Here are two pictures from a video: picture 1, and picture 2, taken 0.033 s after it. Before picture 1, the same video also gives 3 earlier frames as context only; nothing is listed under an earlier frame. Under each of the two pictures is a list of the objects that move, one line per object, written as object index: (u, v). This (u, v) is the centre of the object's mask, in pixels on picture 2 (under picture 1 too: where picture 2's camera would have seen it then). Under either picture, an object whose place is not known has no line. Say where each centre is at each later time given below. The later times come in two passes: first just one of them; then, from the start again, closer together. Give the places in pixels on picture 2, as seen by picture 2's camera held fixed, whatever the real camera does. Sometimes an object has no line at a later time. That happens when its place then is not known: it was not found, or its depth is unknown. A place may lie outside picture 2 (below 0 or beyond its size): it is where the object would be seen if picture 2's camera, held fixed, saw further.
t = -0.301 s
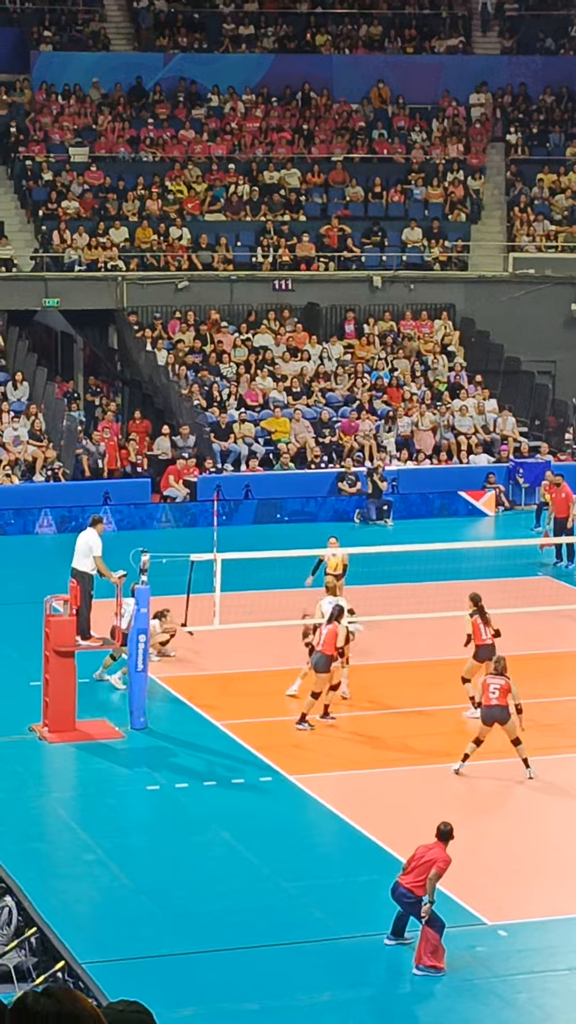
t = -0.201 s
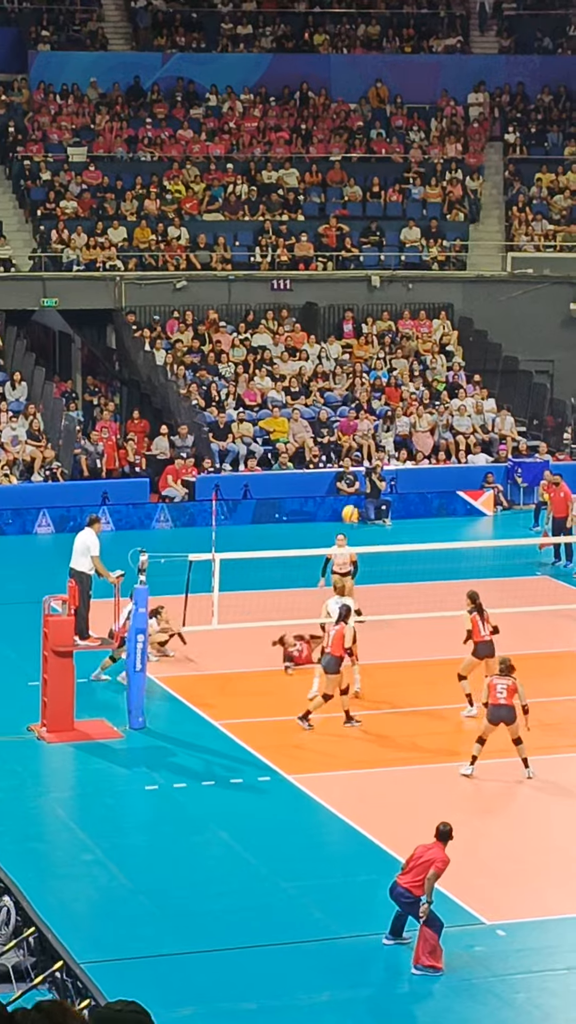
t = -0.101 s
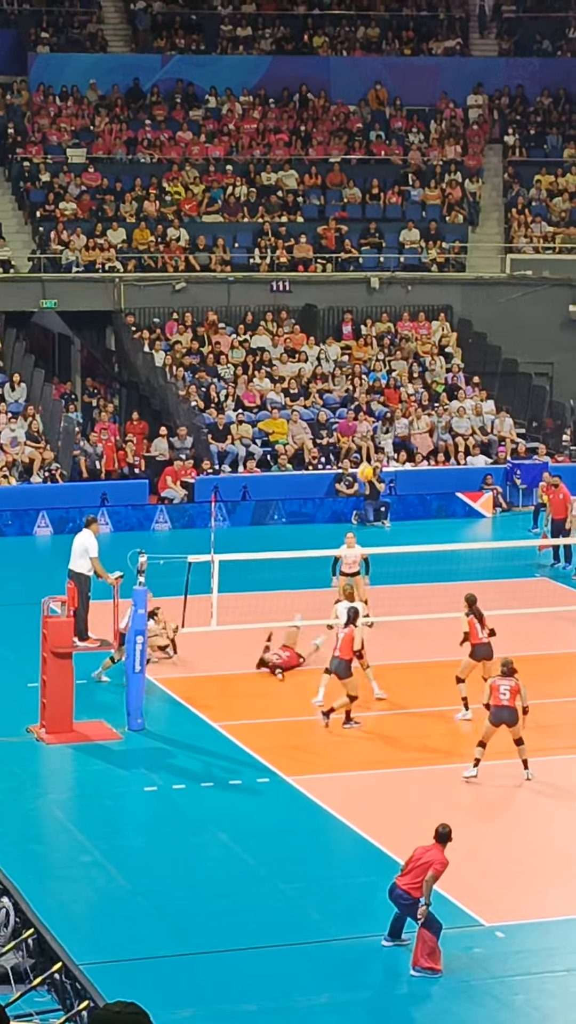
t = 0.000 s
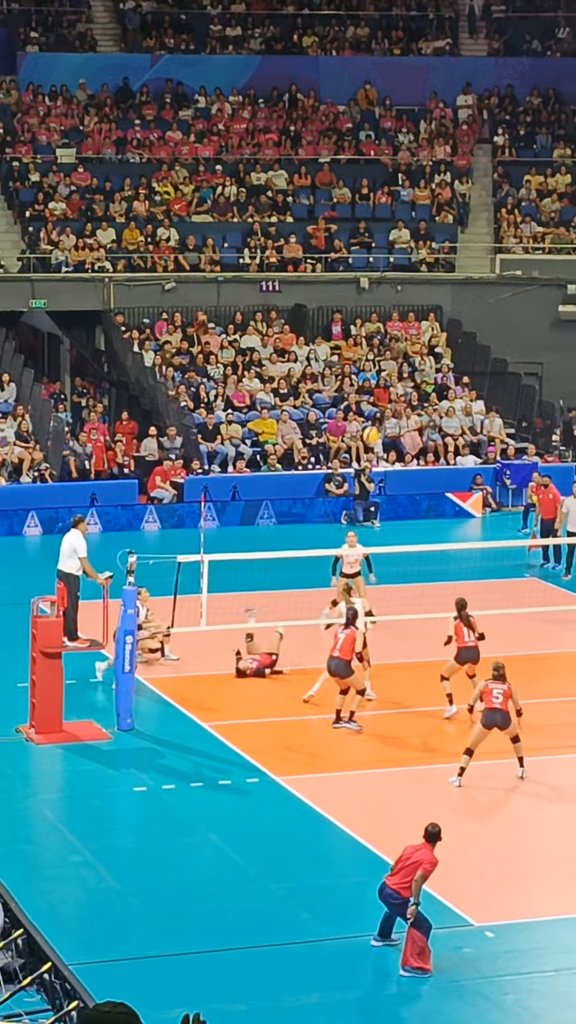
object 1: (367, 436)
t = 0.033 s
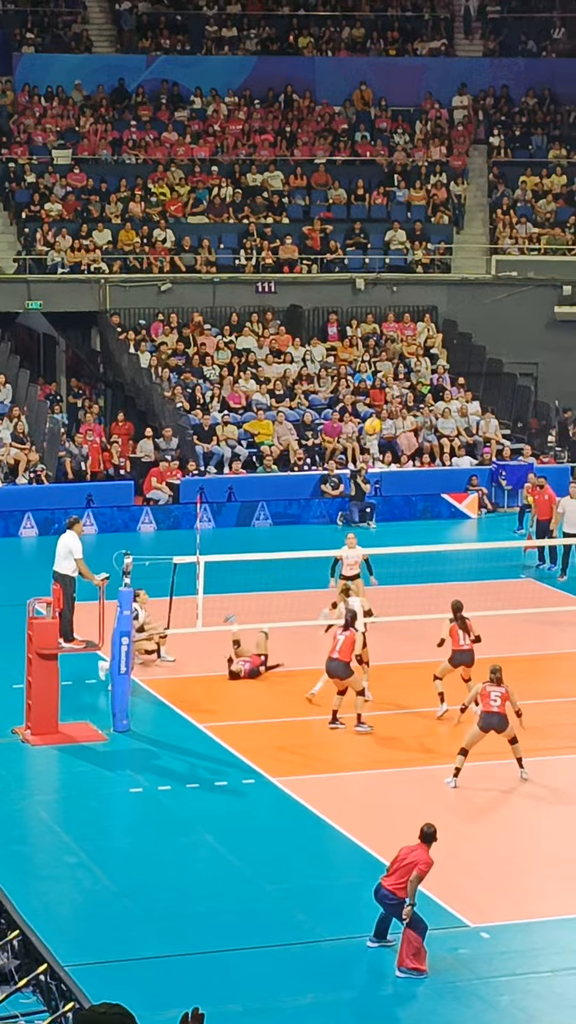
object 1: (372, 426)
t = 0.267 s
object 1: (413, 369)
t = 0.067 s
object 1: (378, 416)
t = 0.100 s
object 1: (385, 407)
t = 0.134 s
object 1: (390, 397)
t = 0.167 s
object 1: (395, 389)
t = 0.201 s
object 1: (402, 381)
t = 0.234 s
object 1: (407, 376)
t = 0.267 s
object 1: (413, 369)
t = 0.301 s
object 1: (418, 364)
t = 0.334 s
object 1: (424, 360)
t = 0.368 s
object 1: (429, 356)
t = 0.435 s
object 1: (439, 354)
